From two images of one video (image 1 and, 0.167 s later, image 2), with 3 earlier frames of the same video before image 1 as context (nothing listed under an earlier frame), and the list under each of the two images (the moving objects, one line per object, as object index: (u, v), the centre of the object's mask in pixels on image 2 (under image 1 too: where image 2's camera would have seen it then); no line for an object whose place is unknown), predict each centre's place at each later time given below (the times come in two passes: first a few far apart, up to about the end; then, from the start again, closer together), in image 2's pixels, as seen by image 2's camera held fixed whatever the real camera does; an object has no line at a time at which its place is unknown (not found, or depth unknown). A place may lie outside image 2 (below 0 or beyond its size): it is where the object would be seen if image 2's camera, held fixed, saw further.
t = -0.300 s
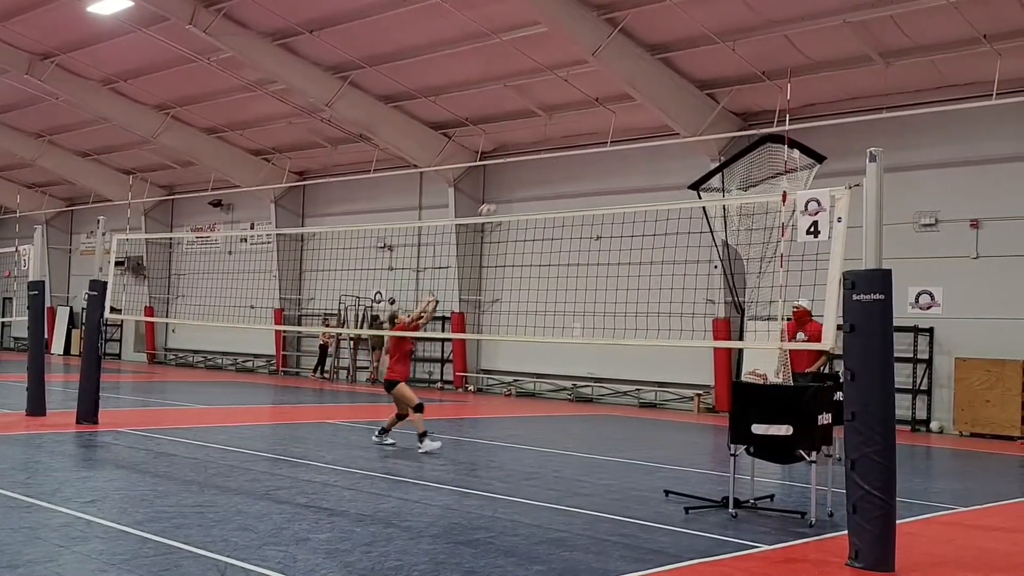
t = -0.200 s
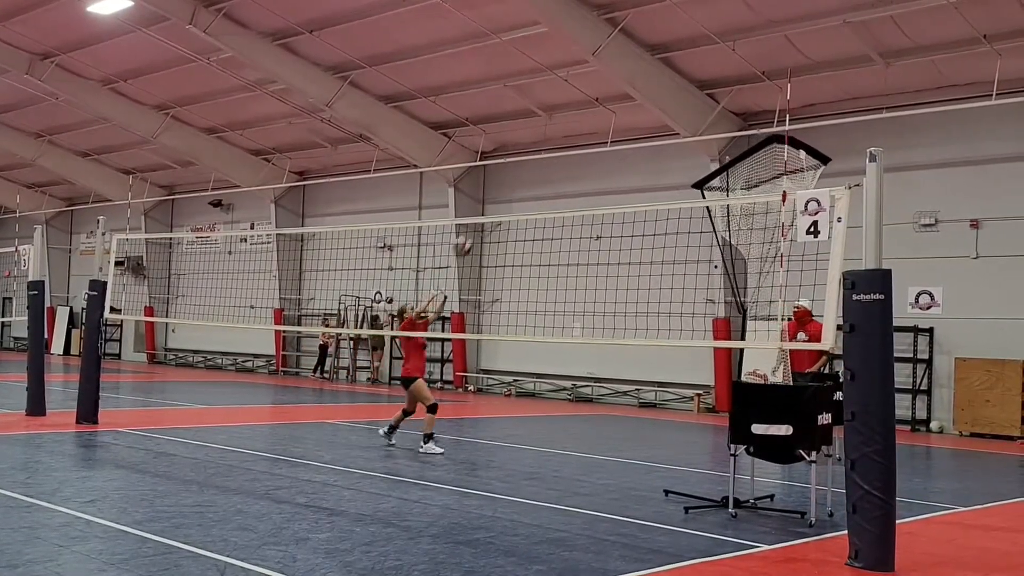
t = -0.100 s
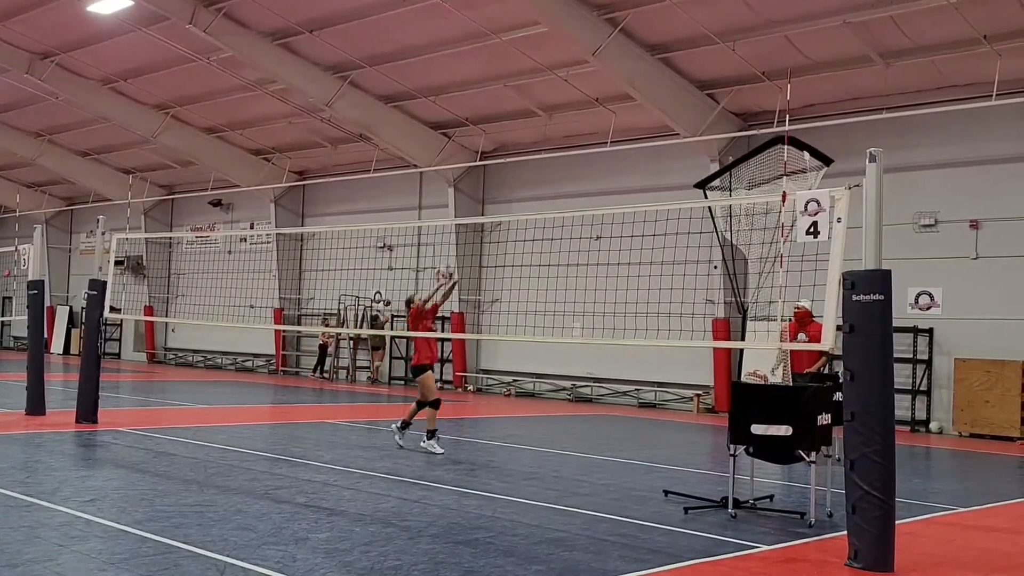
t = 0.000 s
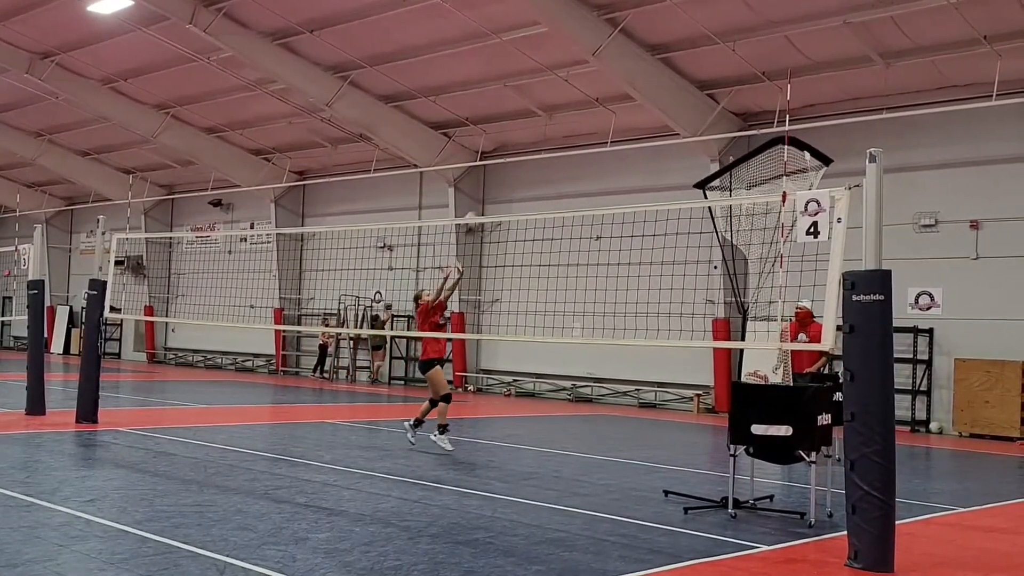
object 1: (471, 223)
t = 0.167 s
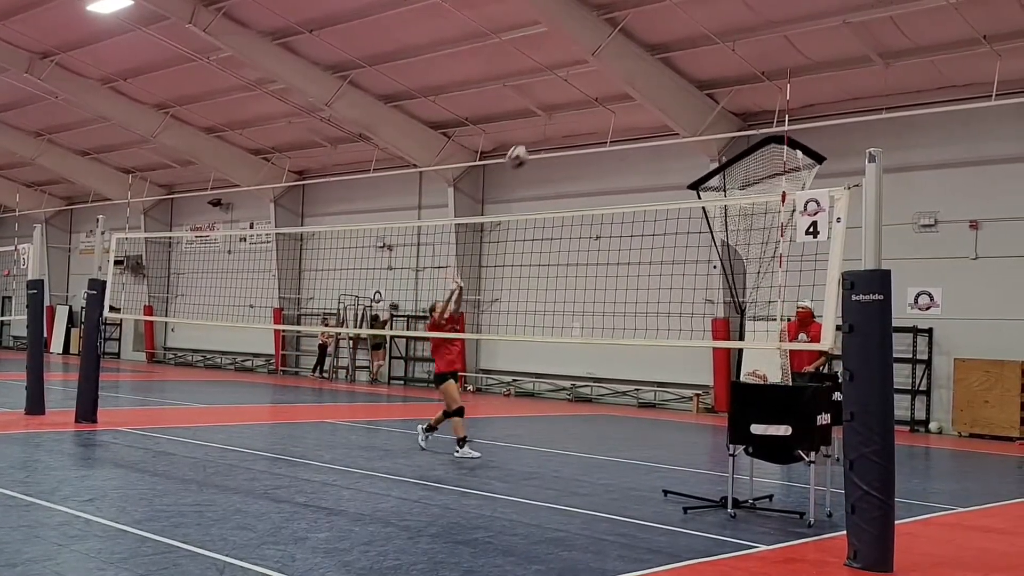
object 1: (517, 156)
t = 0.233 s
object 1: (536, 135)
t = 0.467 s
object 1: (607, 97)
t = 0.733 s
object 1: (694, 122)
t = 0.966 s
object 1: (780, 224)
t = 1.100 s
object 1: (794, 248)
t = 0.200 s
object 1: (527, 145)
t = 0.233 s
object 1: (536, 135)
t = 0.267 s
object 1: (546, 127)
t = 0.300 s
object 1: (556, 120)
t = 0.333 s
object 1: (566, 113)
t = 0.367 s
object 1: (576, 108)
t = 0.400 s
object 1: (587, 103)
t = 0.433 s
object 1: (597, 99)
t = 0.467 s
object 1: (607, 97)
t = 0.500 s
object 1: (618, 96)
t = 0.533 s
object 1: (628, 96)
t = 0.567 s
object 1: (639, 98)
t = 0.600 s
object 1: (650, 100)
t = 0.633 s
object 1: (661, 104)
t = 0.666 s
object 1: (672, 109)
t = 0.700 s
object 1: (683, 115)
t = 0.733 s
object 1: (694, 122)
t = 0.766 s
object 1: (706, 133)
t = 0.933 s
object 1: (765, 202)
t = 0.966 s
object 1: (780, 224)
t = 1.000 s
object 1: (791, 240)
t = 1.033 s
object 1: (795, 248)
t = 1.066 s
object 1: (795, 248)
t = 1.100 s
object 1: (794, 248)
